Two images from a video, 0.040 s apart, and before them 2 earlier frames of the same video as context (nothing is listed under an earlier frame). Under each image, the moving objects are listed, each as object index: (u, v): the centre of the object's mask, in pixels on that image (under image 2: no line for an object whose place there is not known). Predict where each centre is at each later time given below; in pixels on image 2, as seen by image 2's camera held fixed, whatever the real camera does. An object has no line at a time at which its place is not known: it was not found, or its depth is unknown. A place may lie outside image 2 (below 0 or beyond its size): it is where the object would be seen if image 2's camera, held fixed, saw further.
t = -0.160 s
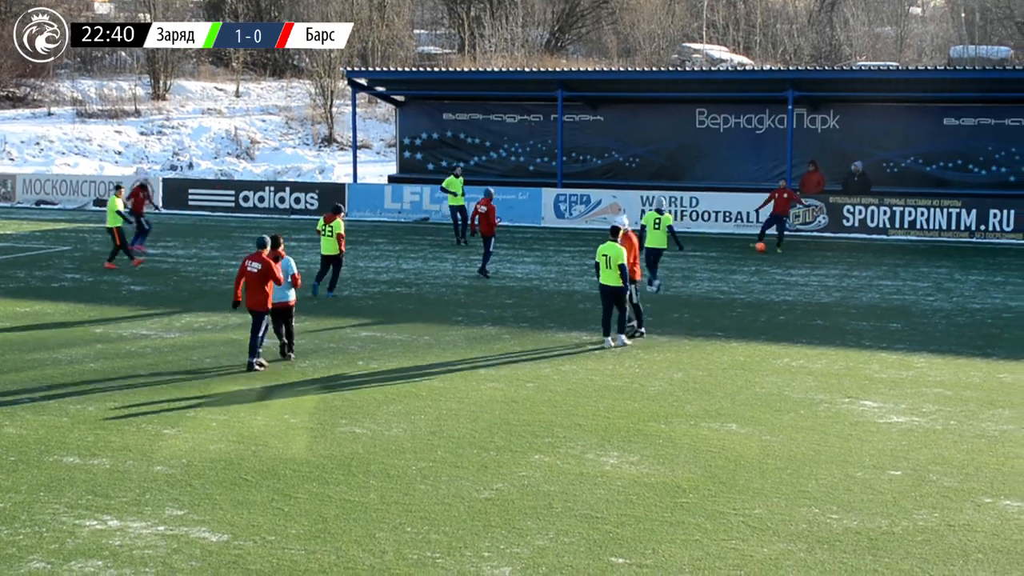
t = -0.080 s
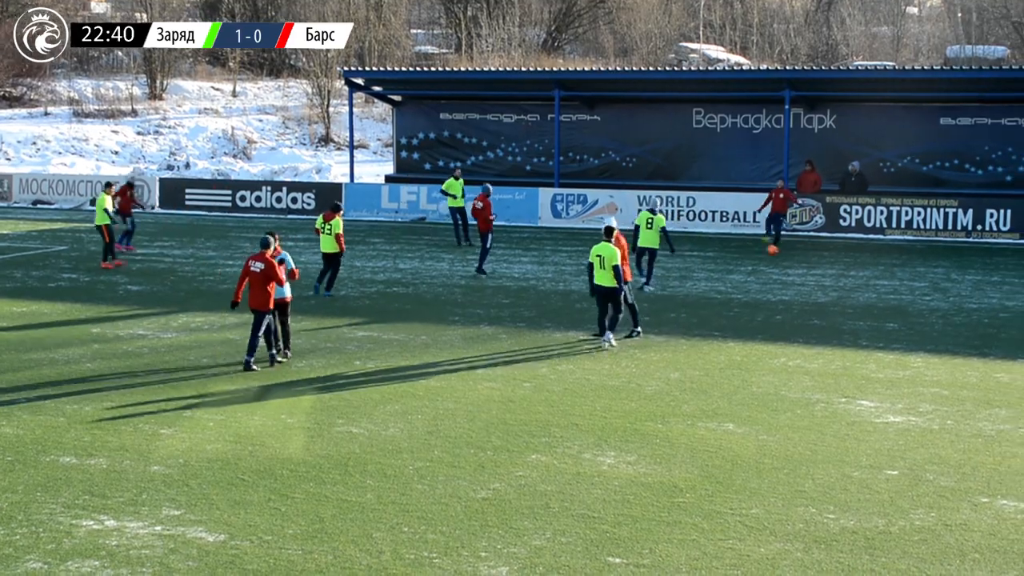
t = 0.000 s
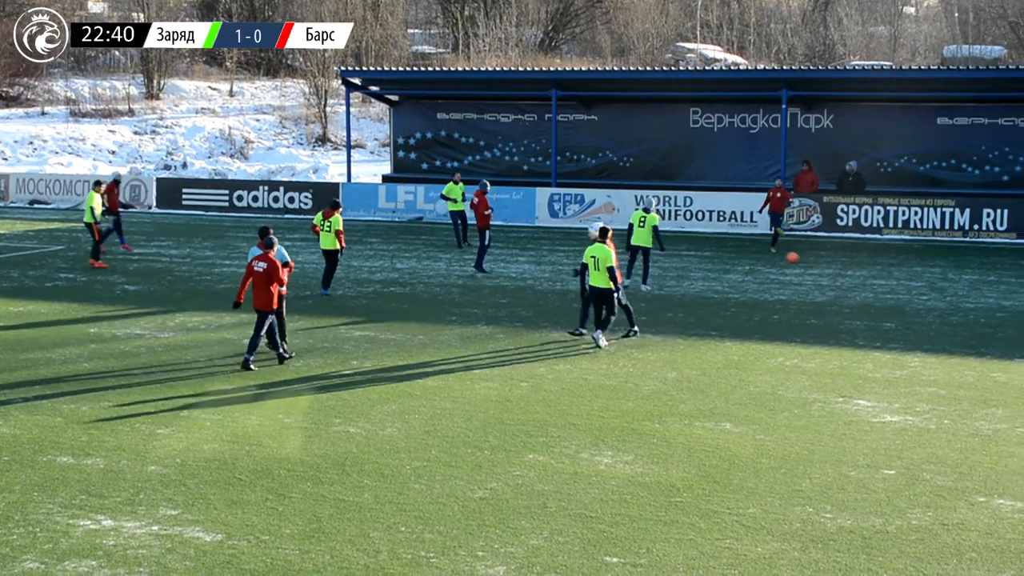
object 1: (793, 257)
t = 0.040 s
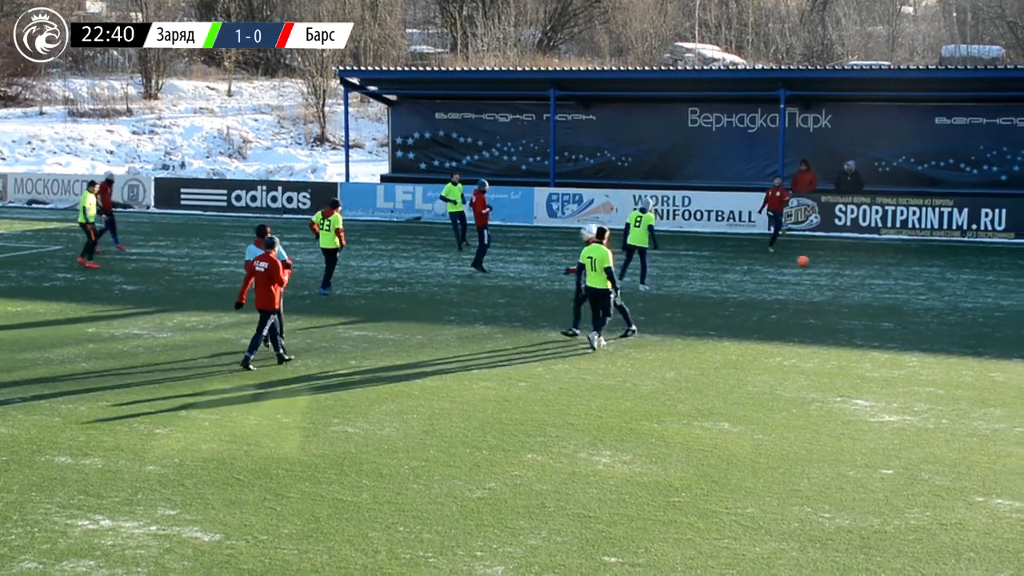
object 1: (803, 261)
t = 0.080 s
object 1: (814, 262)
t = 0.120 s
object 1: (825, 264)
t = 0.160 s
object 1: (838, 267)
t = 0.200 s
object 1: (850, 273)
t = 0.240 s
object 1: (861, 277)
